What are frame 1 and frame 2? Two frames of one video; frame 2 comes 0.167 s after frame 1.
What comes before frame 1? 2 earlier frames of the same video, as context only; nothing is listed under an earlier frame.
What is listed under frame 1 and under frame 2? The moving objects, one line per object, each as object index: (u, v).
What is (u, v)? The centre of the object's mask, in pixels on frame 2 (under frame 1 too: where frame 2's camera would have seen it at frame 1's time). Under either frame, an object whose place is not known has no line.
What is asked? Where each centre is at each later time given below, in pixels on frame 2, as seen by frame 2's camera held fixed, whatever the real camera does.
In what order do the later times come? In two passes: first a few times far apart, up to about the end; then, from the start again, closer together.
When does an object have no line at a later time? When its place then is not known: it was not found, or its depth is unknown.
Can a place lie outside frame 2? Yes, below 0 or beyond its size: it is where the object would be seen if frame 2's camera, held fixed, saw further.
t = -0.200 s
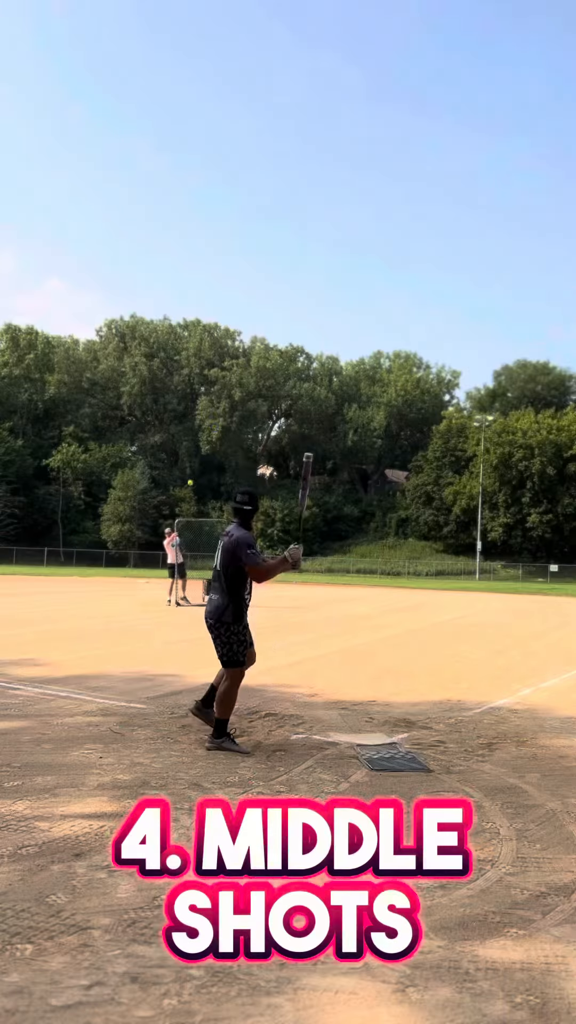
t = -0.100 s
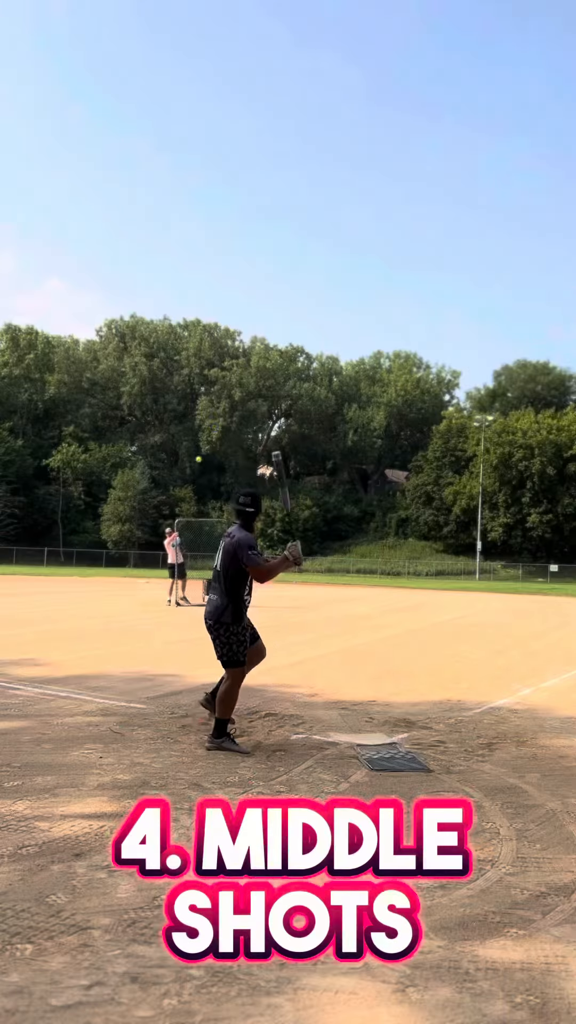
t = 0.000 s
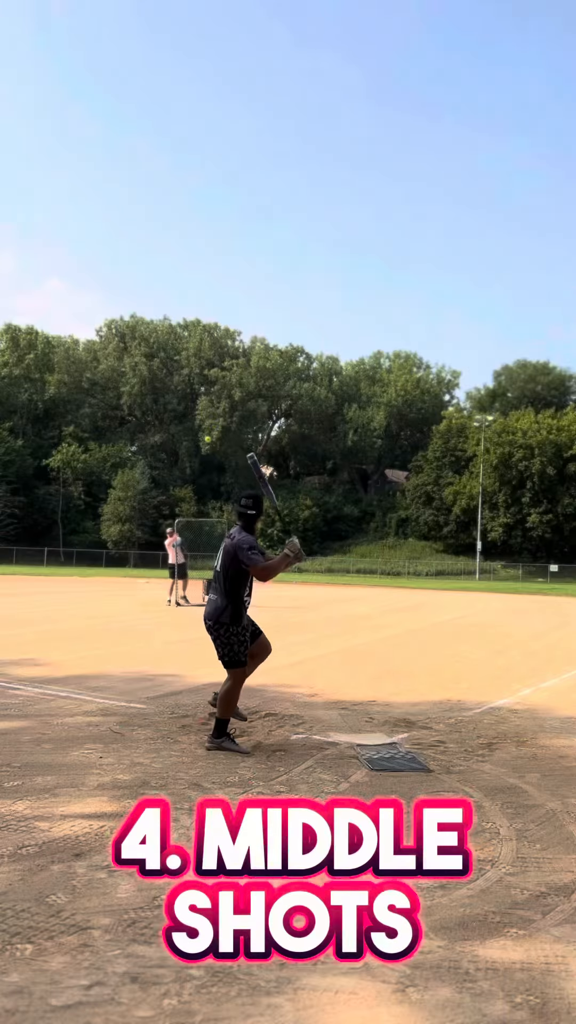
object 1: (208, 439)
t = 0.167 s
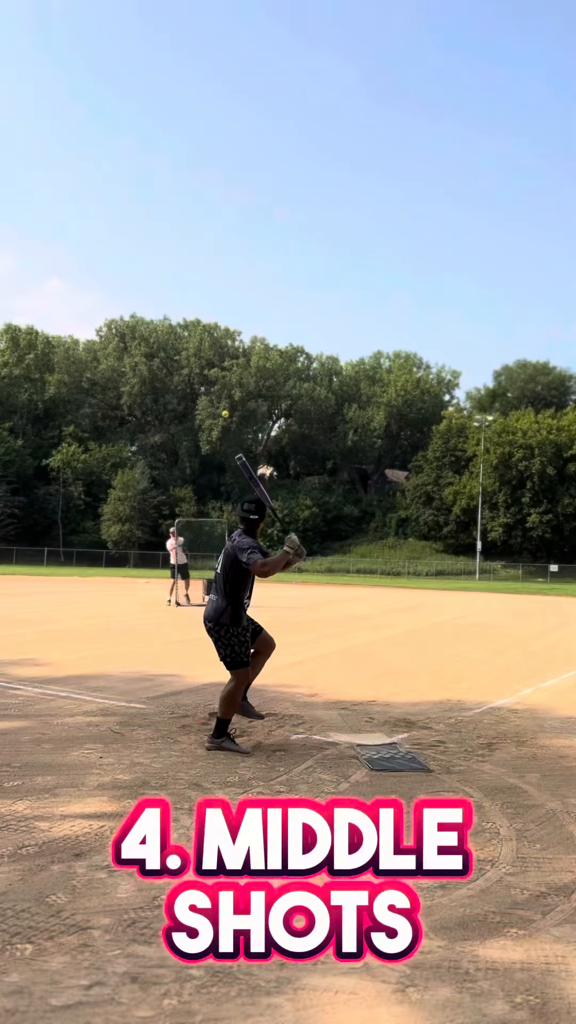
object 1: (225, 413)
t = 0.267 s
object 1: (237, 404)
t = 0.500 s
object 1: (271, 408)
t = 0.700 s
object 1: (310, 455)
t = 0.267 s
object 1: (237, 404)
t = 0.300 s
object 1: (242, 403)
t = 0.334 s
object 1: (246, 401)
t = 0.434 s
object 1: (261, 405)
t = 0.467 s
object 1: (265, 405)
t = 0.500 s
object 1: (271, 408)
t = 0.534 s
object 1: (277, 413)
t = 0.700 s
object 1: (310, 455)
